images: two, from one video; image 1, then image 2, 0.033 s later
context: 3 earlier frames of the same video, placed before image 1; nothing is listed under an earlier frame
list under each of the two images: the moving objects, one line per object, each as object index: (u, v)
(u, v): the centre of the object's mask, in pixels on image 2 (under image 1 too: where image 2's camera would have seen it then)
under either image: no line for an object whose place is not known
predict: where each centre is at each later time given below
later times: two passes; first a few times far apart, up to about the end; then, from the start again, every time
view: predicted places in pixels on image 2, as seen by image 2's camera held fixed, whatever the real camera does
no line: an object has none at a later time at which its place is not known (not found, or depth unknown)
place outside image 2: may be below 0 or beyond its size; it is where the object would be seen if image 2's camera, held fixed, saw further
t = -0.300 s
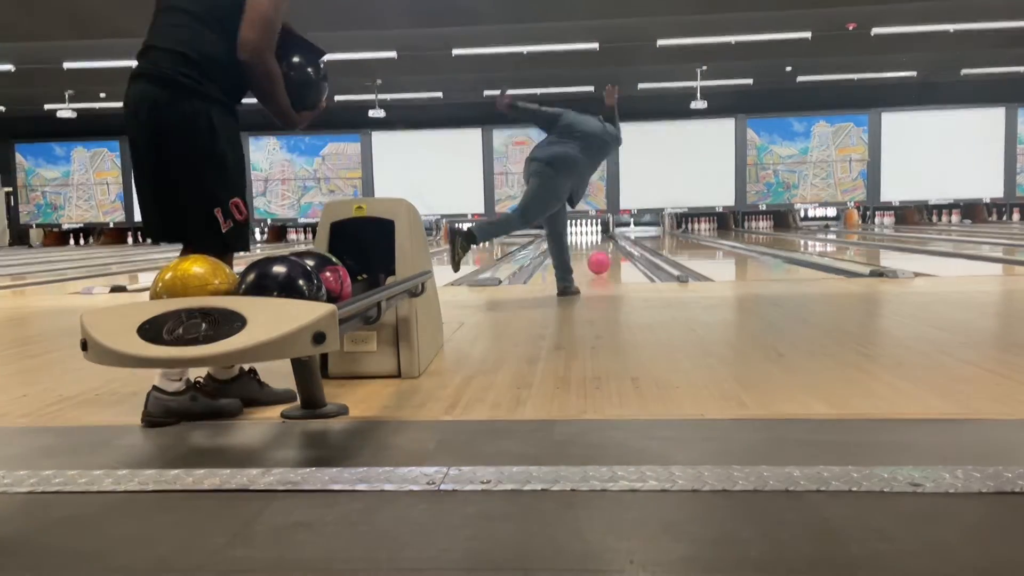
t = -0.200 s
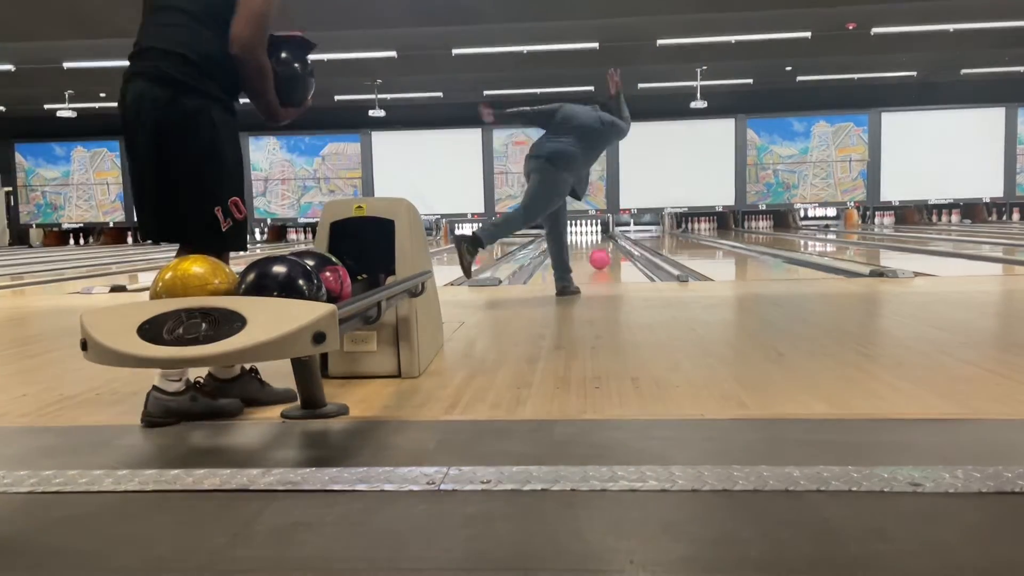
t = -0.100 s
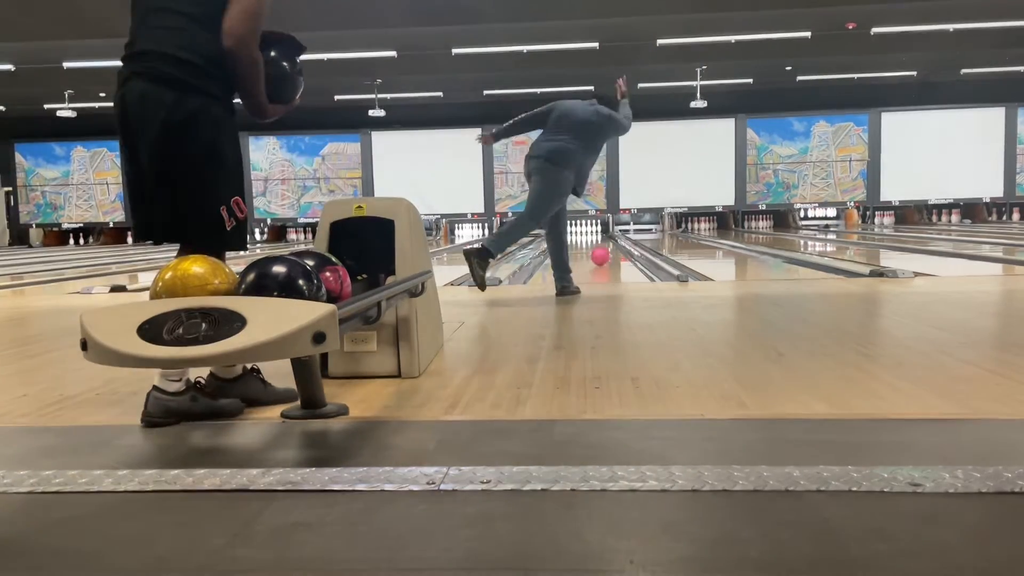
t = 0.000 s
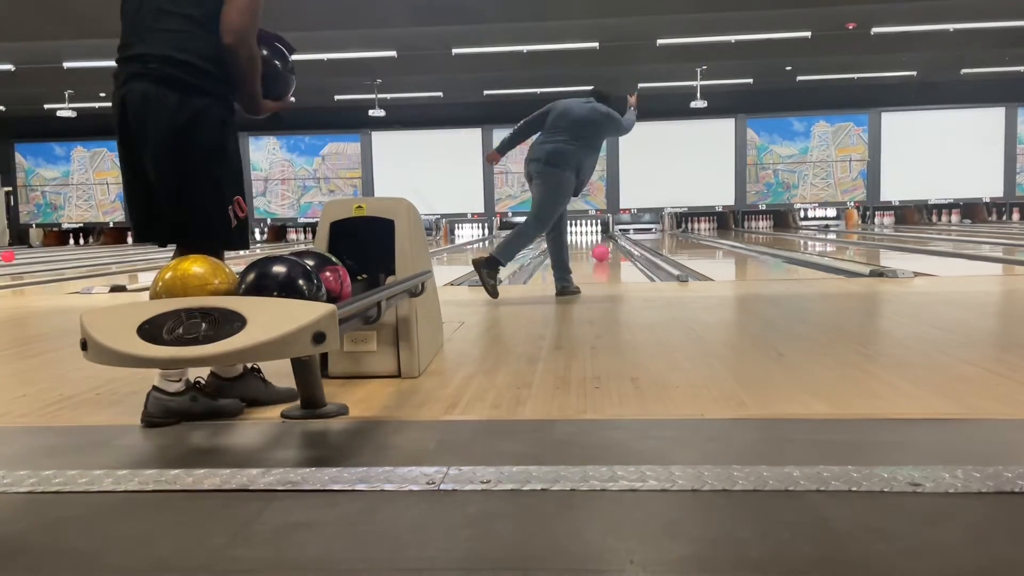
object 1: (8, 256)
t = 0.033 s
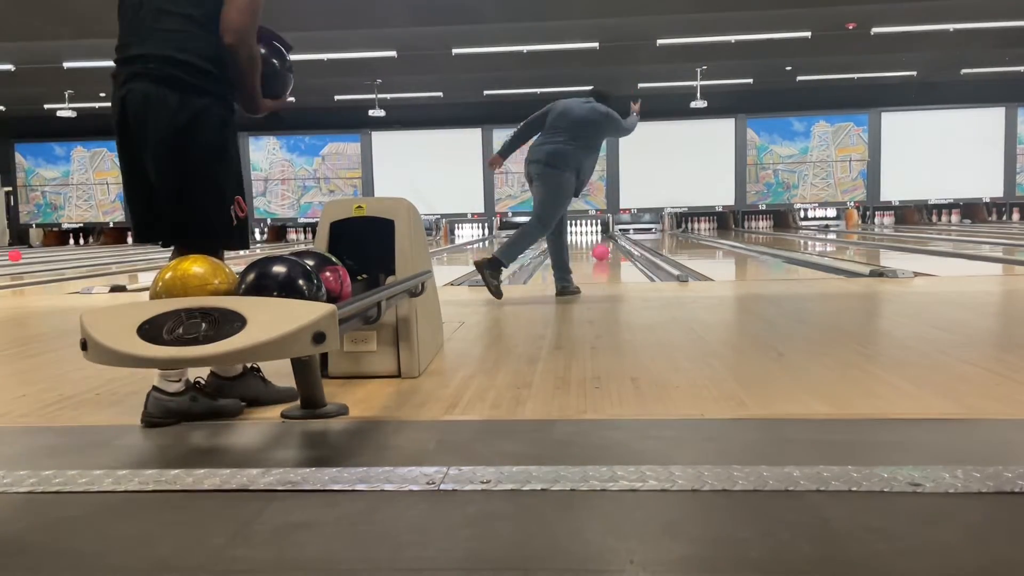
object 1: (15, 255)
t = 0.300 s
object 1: (66, 252)
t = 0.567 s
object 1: (108, 248)
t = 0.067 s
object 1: (22, 255)
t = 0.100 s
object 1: (28, 254)
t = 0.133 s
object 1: (35, 253)
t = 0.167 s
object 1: (41, 253)
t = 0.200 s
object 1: (48, 253)
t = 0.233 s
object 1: (54, 253)
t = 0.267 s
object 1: (60, 252)
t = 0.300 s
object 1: (66, 252)
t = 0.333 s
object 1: (71, 251)
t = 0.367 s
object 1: (77, 251)
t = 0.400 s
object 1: (83, 251)
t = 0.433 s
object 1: (88, 250)
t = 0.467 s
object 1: (93, 249)
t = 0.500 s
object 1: (98, 249)
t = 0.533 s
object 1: (103, 249)
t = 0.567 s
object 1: (108, 248)
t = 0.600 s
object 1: (113, 248)
